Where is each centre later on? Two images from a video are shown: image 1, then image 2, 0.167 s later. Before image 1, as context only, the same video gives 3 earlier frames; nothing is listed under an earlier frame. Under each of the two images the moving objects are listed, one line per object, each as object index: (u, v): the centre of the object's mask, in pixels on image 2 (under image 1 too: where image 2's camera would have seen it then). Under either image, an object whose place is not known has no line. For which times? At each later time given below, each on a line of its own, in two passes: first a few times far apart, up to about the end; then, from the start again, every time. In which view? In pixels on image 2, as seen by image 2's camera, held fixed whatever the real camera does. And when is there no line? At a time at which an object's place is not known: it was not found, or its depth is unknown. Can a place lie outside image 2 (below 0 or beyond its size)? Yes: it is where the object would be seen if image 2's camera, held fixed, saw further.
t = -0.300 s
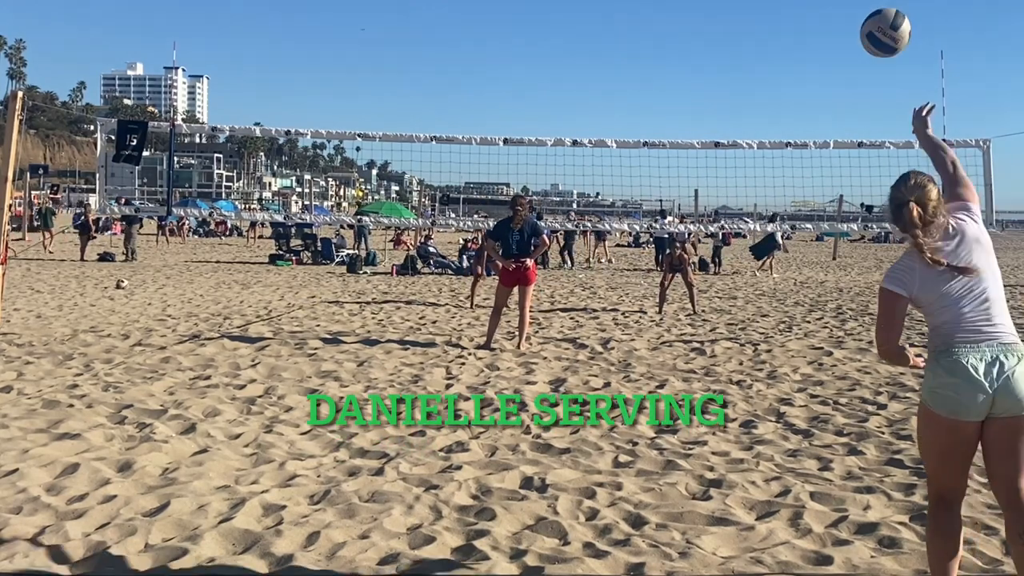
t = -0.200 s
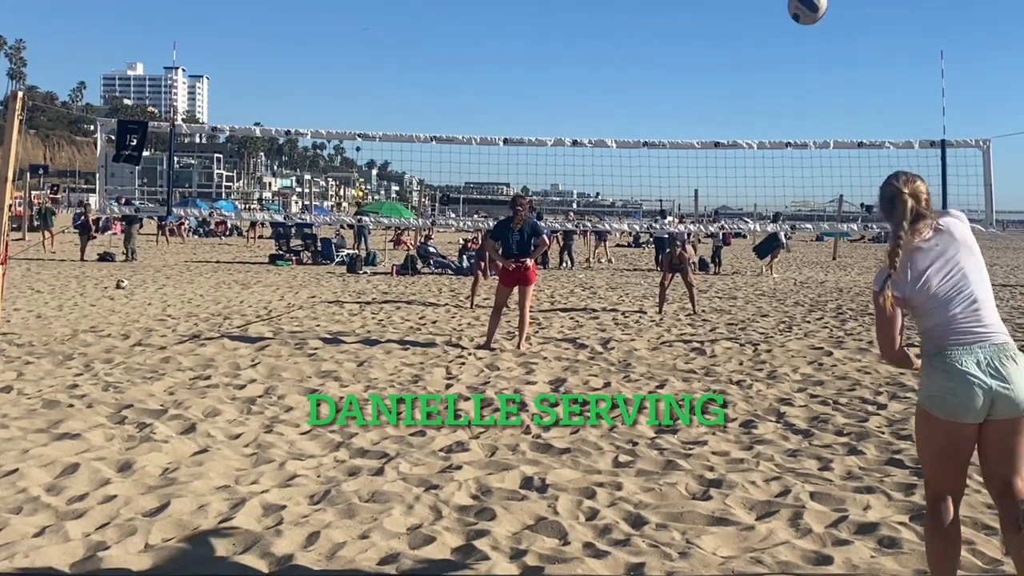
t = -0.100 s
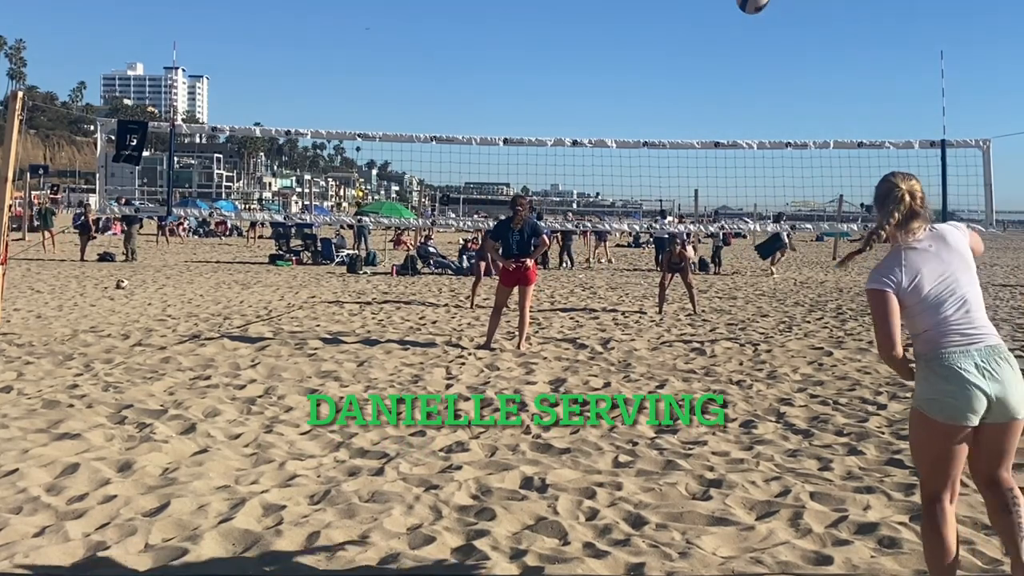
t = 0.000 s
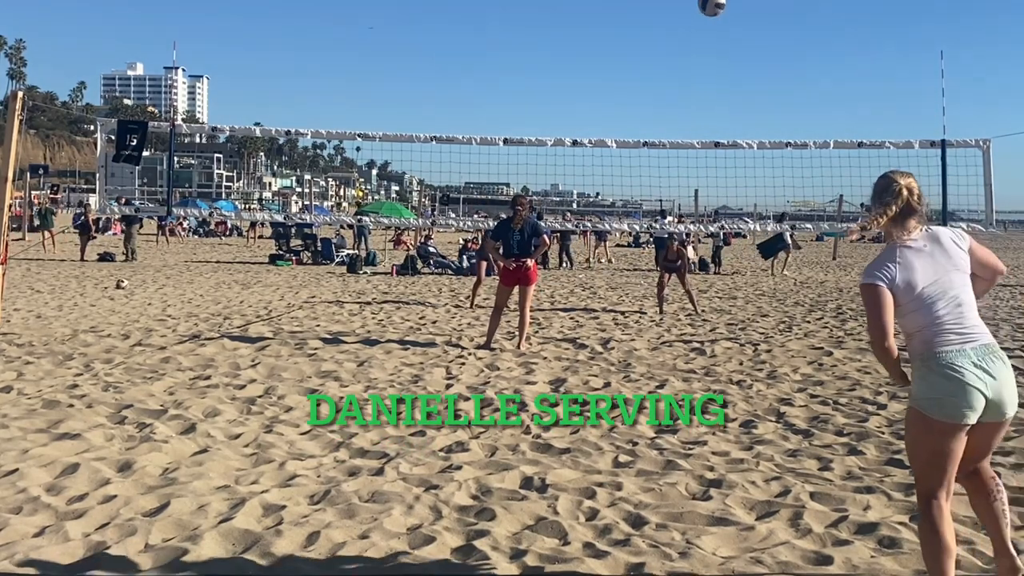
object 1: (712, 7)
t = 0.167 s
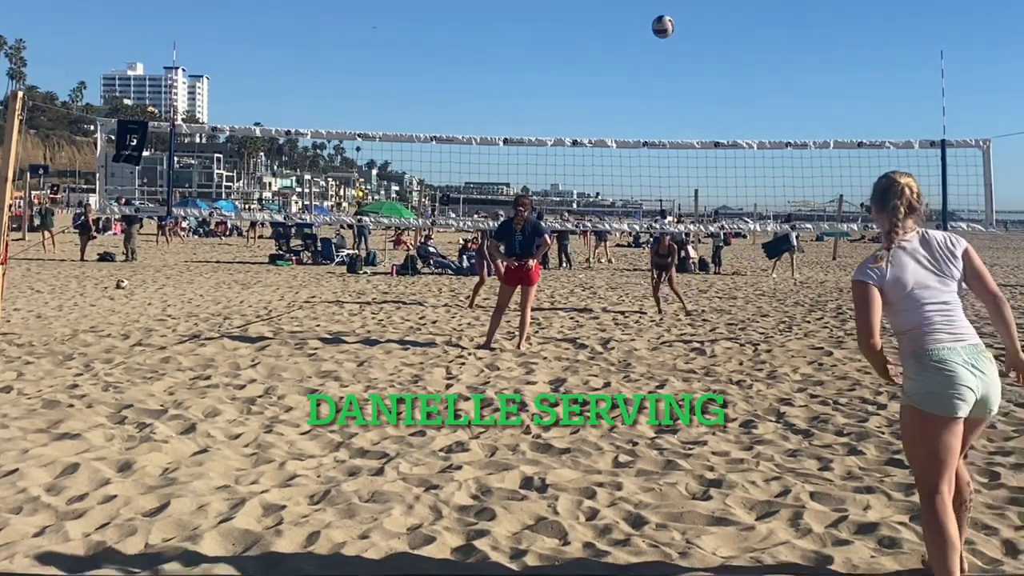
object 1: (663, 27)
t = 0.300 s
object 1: (634, 58)
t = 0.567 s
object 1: (586, 134)
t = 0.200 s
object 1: (655, 33)
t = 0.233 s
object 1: (648, 41)
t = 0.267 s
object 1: (640, 49)
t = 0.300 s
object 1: (634, 58)
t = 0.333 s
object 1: (627, 67)
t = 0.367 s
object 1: (620, 76)
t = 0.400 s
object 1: (614, 86)
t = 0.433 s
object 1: (608, 96)
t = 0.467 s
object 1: (602, 106)
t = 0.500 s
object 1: (597, 116)
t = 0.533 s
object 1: (591, 126)
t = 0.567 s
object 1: (586, 134)
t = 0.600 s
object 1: (580, 150)
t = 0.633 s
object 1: (575, 158)
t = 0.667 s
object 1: (571, 169)
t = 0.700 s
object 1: (566, 180)
